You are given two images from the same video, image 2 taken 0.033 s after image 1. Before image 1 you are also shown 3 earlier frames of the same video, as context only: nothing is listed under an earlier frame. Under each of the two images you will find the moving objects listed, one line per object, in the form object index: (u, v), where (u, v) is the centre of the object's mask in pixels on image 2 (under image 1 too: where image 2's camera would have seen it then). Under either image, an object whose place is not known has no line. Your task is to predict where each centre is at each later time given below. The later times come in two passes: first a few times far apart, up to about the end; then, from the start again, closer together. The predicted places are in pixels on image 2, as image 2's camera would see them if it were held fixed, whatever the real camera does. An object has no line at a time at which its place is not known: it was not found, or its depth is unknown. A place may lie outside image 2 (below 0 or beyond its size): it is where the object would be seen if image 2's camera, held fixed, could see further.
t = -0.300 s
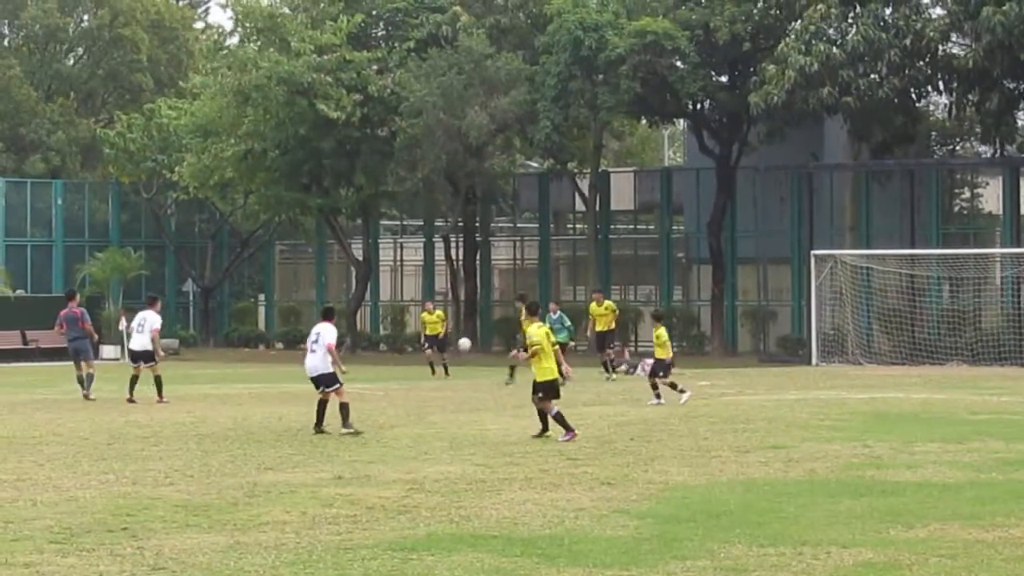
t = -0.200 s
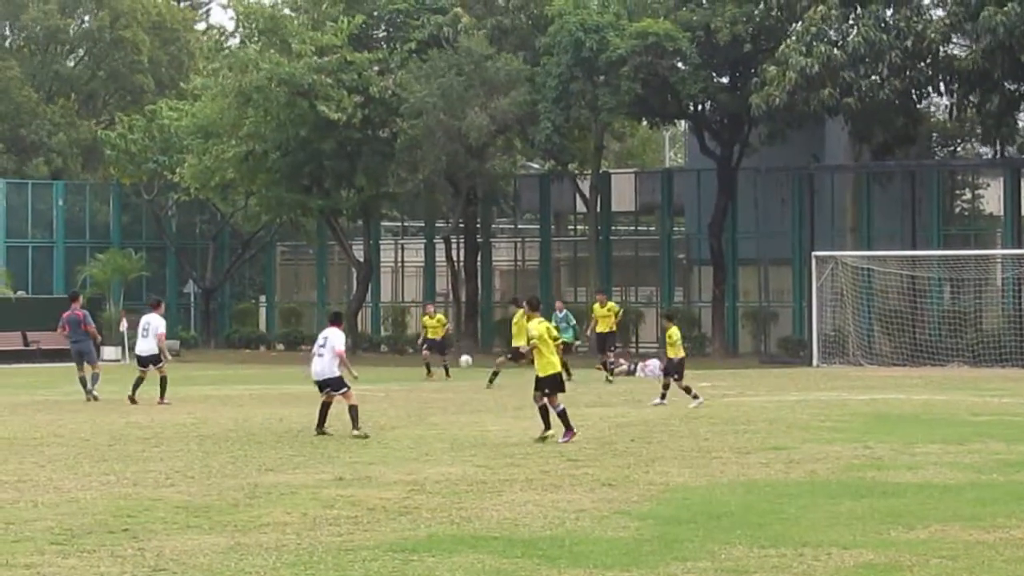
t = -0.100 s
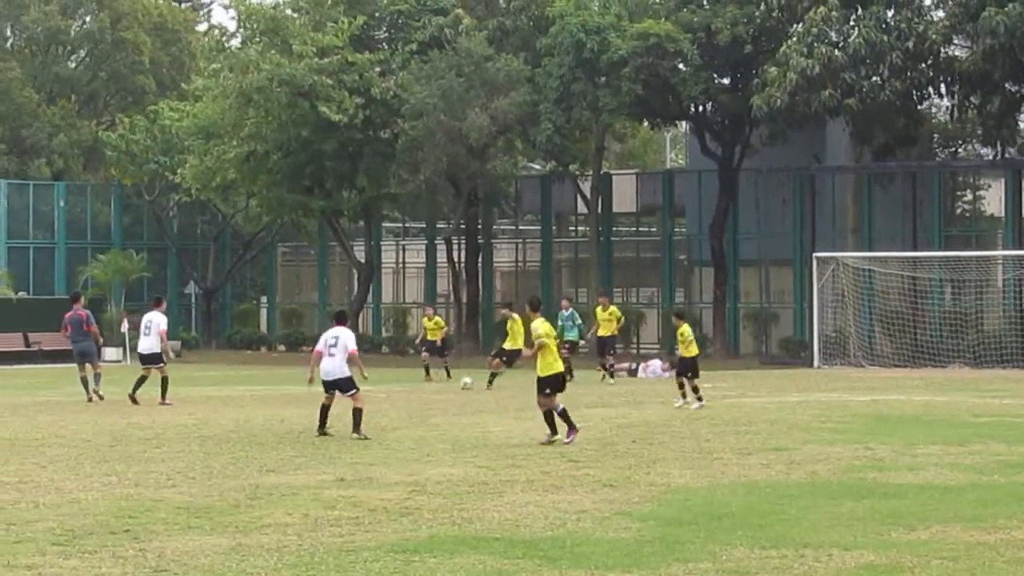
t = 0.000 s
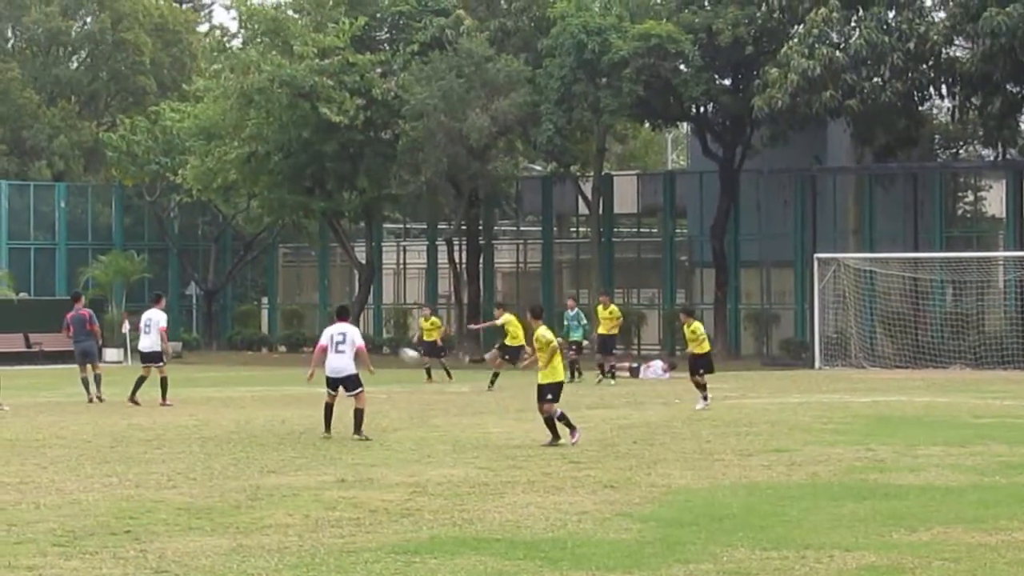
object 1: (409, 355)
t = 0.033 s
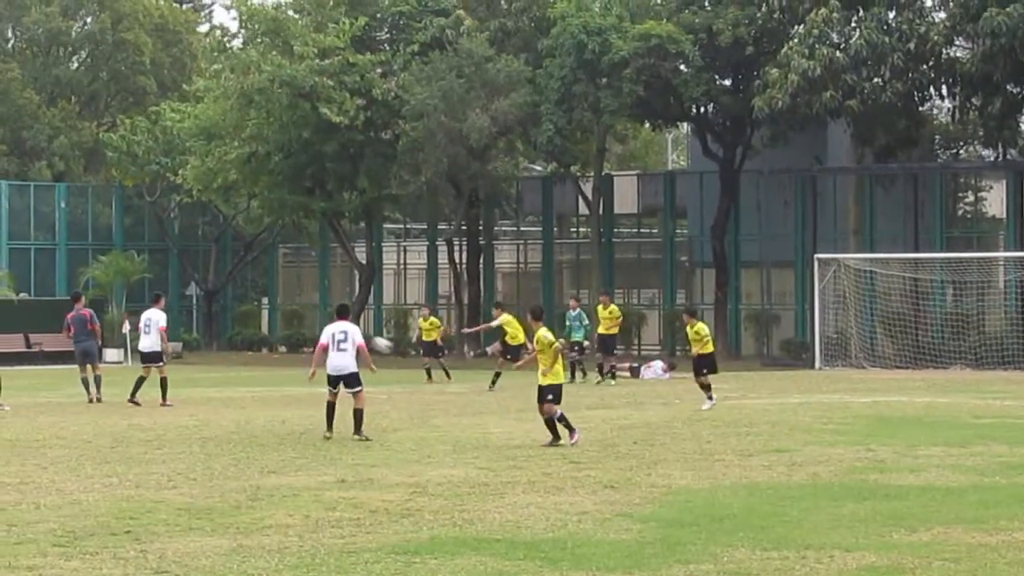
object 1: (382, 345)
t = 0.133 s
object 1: (297, 311)
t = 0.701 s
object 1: (-200, 161)
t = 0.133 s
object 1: (297, 311)
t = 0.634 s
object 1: (-136, 174)
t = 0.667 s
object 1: (-164, 167)
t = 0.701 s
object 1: (-200, 161)
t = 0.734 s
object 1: (-234, 156)
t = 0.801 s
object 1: (-308, 144)
